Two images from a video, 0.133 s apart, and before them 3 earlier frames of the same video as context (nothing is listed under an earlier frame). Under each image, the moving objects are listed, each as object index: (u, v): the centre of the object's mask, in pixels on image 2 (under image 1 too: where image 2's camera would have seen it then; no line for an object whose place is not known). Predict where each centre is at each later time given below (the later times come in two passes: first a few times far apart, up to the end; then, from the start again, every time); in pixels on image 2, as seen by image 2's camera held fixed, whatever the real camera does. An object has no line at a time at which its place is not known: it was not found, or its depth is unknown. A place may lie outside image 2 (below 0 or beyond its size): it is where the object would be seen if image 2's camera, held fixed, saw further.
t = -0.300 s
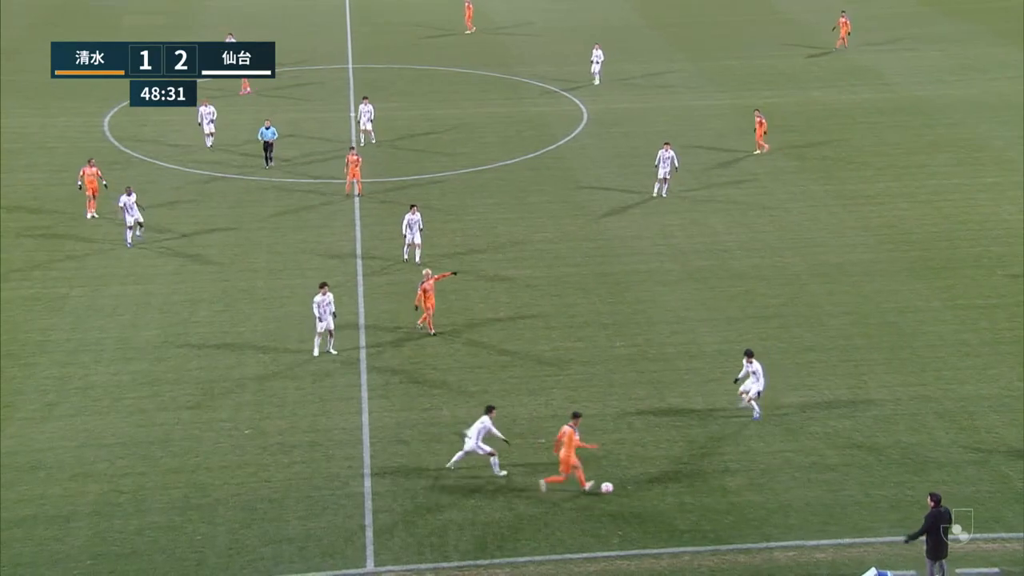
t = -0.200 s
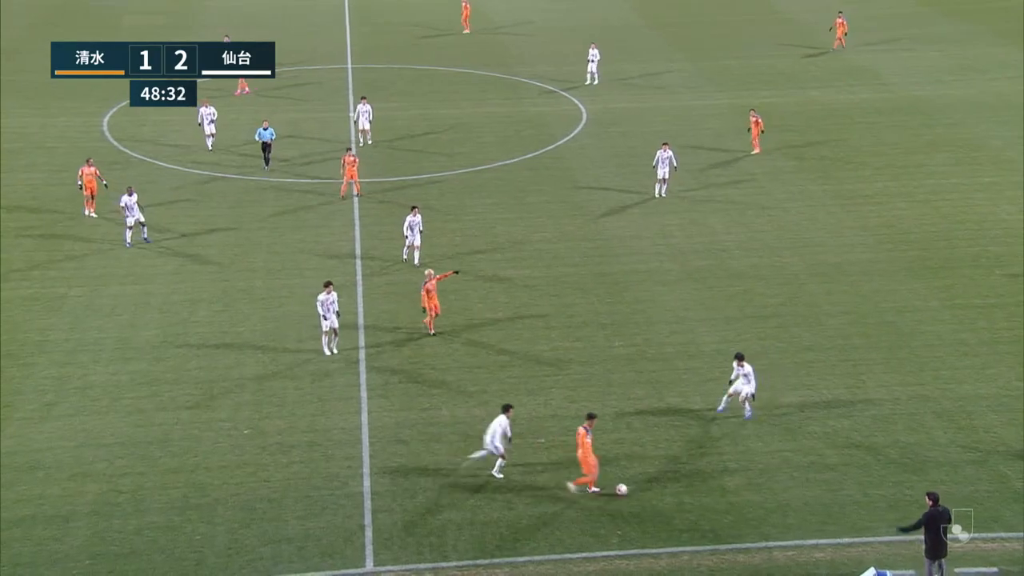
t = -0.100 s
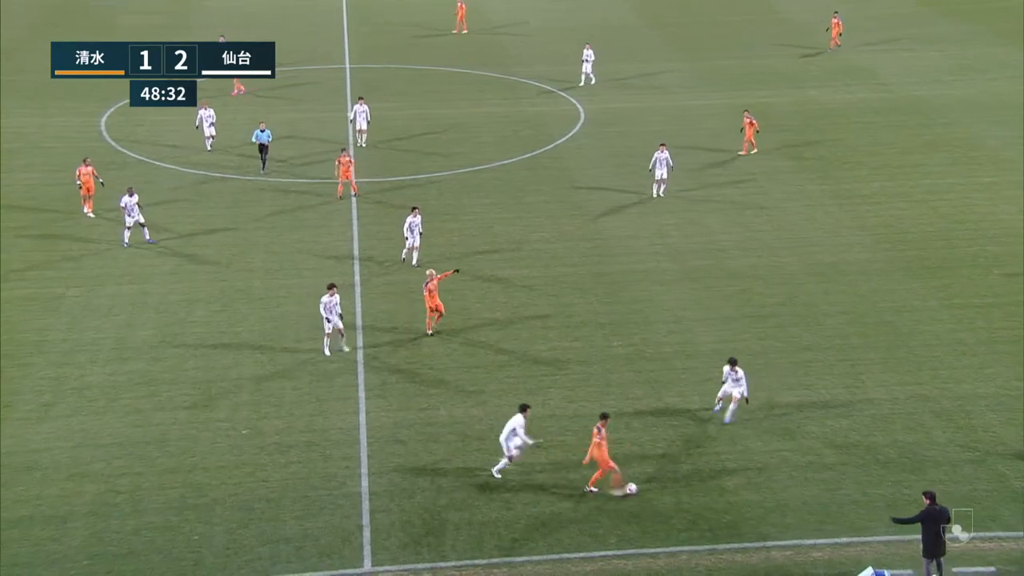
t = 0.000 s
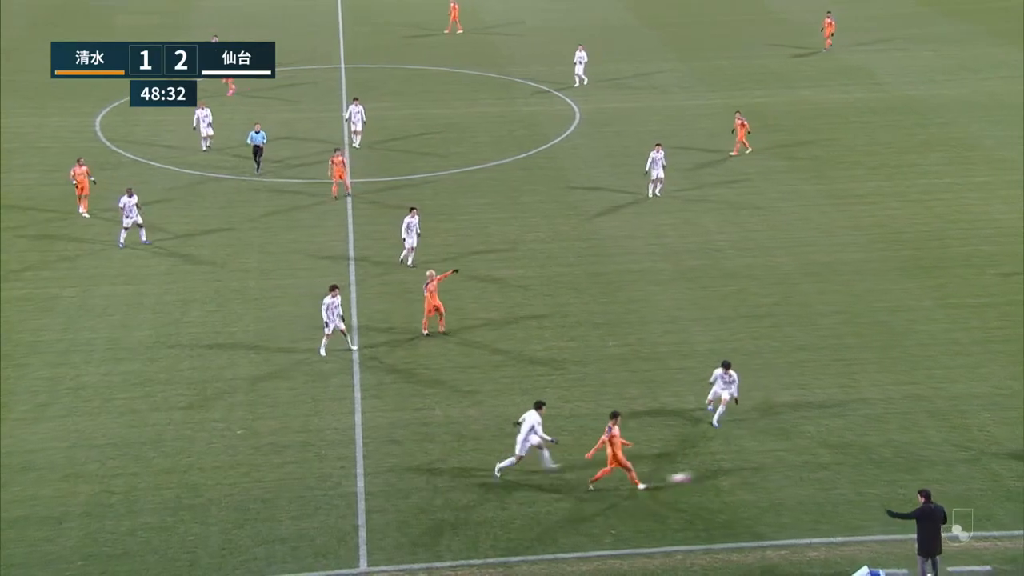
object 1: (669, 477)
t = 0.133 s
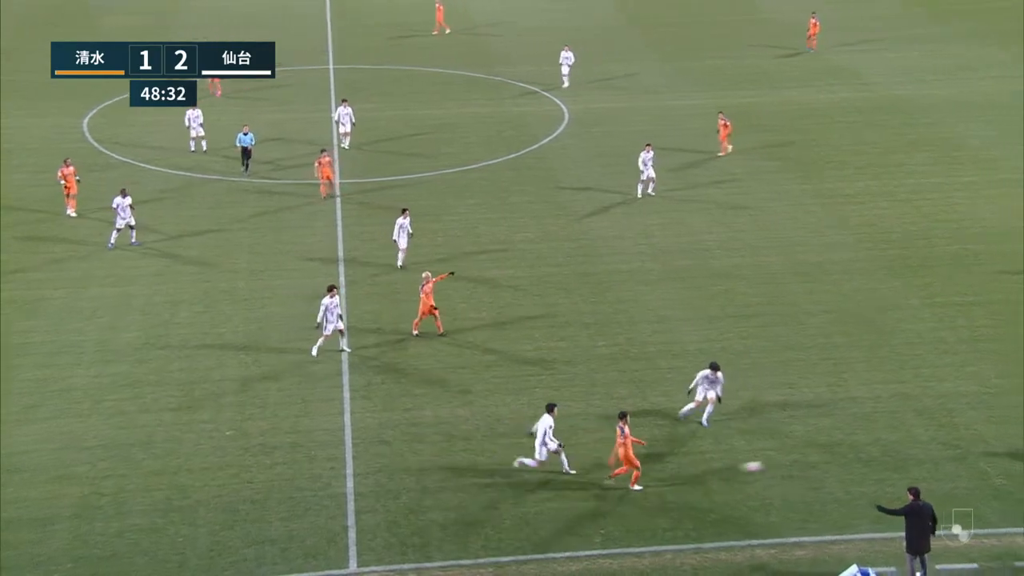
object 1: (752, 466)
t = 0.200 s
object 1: (795, 464)
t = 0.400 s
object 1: (917, 463)
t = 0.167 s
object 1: (773, 465)
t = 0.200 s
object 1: (795, 464)
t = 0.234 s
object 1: (816, 464)
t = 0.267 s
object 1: (835, 464)
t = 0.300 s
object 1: (856, 465)
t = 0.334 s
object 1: (877, 466)
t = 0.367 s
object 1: (895, 467)
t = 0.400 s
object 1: (917, 463)
